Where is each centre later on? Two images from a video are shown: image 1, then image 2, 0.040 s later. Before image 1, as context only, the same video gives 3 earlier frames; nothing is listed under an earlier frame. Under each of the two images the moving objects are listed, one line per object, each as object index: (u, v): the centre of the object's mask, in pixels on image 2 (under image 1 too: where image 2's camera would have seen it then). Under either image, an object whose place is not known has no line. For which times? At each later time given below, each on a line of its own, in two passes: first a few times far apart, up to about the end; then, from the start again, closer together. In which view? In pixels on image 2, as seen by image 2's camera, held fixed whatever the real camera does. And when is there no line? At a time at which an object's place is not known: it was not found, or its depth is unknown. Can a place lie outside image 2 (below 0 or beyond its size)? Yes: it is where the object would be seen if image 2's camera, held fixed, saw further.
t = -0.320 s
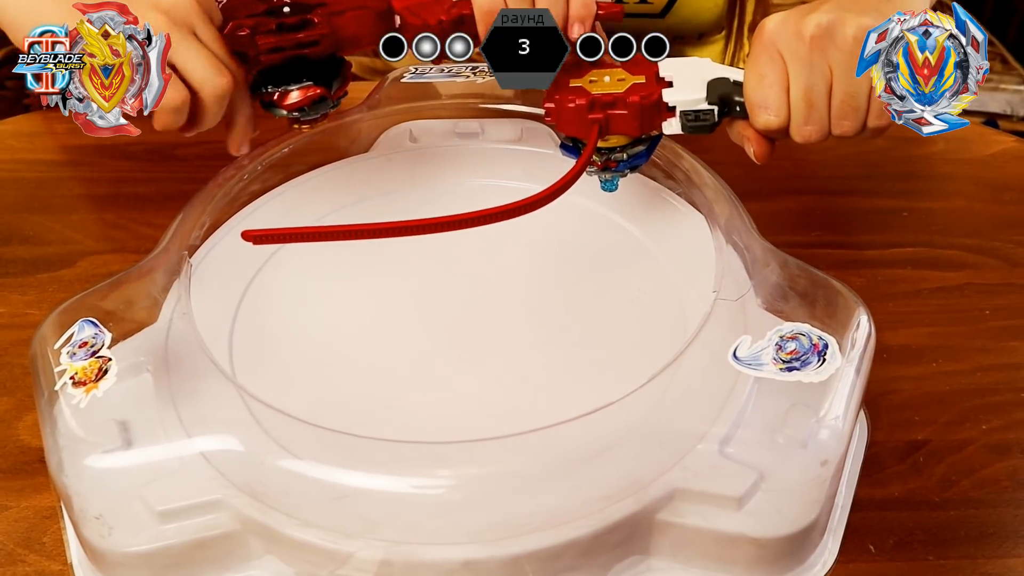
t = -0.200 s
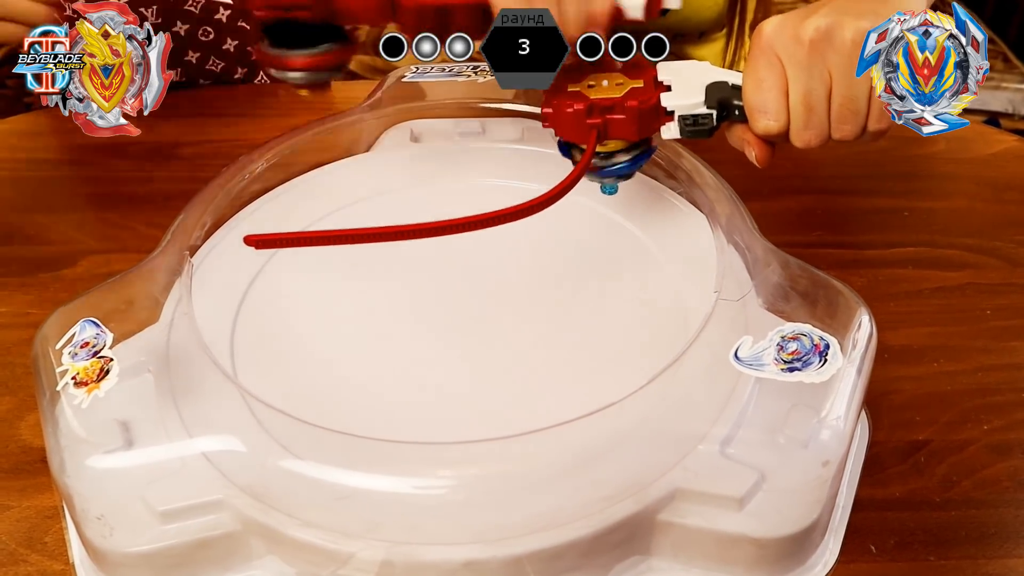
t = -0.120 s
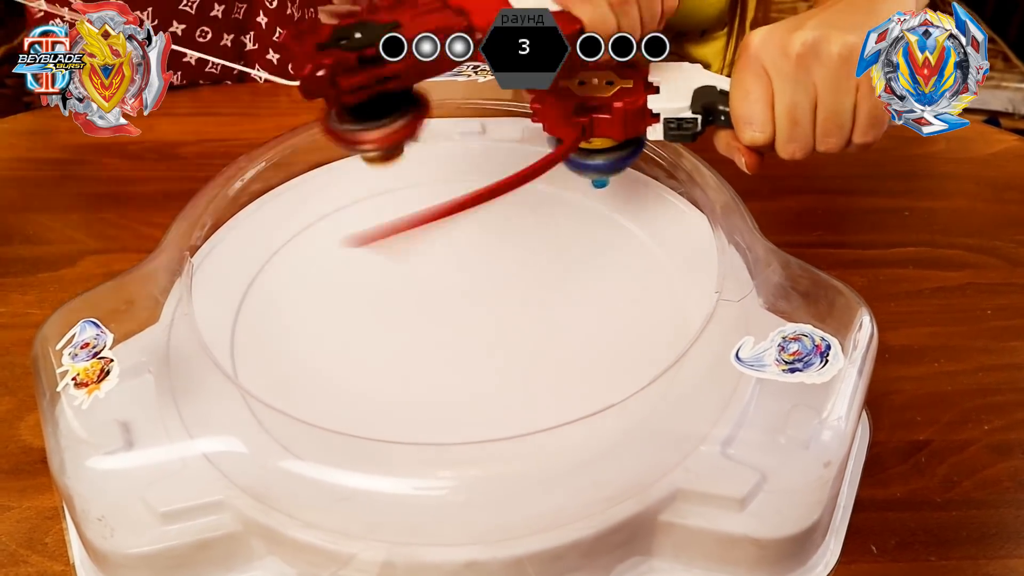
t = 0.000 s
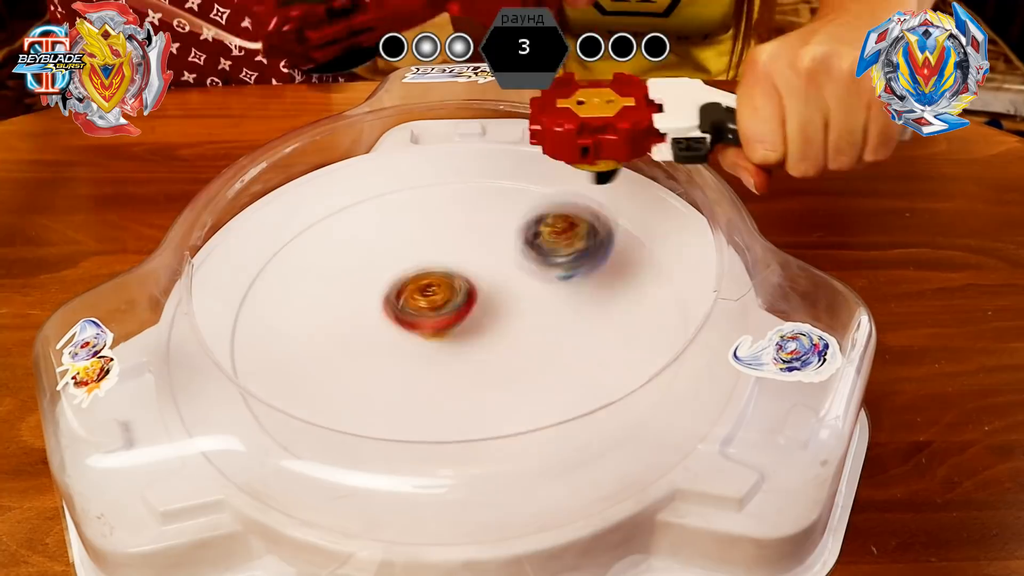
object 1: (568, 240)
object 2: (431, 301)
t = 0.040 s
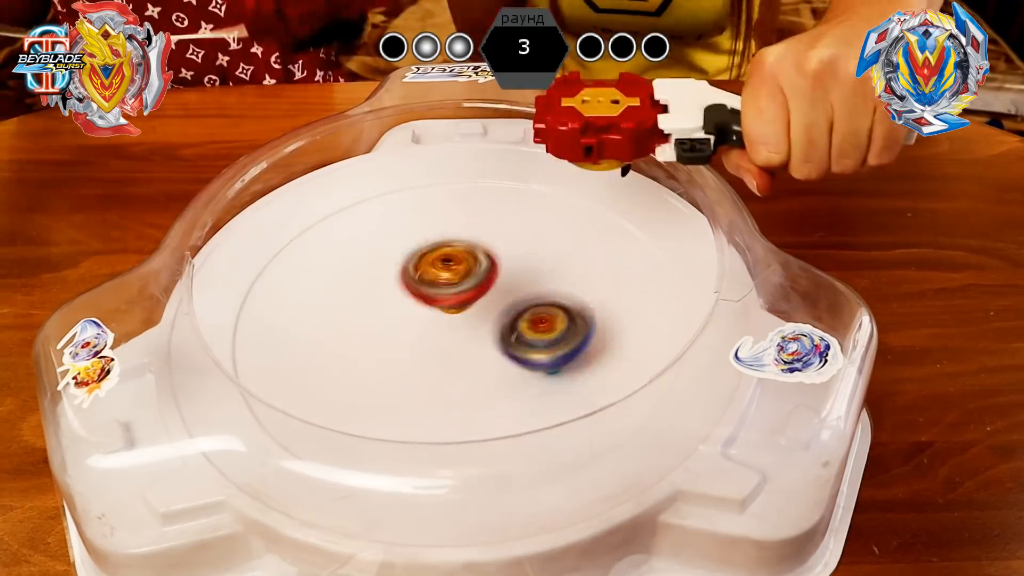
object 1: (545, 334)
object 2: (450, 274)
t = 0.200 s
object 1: (488, 441)
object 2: (551, 334)
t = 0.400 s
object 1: (490, 401)
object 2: (609, 279)
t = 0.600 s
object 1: (512, 322)
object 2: (458, 206)
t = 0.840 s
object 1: (396, 297)
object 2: (241, 298)
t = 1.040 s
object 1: (334, 350)
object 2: (481, 452)
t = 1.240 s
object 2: (760, 291)
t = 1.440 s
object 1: (550, 298)
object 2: (647, 251)
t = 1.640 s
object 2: (527, 172)
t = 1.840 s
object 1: (222, 241)
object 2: (328, 225)
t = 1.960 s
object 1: (188, 380)
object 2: (388, 314)
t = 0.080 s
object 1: (531, 345)
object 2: (473, 268)
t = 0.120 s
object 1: (515, 383)
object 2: (498, 288)
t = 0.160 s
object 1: (500, 420)
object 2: (526, 331)
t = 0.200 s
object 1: (488, 441)
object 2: (551, 334)
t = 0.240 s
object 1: (480, 443)
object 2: (573, 323)
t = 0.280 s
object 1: (475, 441)
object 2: (594, 329)
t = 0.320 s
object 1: (475, 427)
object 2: (606, 315)
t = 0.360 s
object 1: (481, 411)
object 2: (612, 299)
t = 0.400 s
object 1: (490, 401)
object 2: (609, 279)
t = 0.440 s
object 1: (502, 385)
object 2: (596, 258)
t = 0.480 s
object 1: (512, 366)
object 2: (572, 239)
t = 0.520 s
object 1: (518, 350)
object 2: (539, 223)
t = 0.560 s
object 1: (518, 335)
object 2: (501, 212)
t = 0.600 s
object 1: (512, 322)
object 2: (458, 206)
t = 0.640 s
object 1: (501, 312)
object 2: (411, 206)
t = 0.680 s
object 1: (485, 304)
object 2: (366, 210)
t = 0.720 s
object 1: (464, 298)
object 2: (323, 221)
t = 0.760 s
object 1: (439, 295)
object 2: (282, 238)
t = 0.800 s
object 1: (417, 294)
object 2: (254, 264)
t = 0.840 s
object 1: (396, 297)
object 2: (241, 298)
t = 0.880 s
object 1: (379, 302)
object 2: (242, 338)
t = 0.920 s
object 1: (366, 312)
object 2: (266, 381)
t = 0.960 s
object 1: (354, 323)
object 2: (317, 419)
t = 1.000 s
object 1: (342, 337)
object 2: (393, 440)
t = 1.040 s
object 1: (334, 350)
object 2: (481, 452)
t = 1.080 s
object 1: (338, 365)
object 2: (575, 435)
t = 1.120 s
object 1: (350, 380)
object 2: (657, 405)
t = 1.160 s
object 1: (370, 394)
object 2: (713, 365)
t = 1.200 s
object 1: (399, 402)
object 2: (759, 305)
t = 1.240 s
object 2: (760, 291)
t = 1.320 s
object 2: (722, 282)
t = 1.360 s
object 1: (541, 354)
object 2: (695, 280)
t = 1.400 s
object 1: (563, 326)
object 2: (664, 273)
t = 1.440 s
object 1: (550, 298)
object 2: (647, 251)
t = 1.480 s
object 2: (646, 230)
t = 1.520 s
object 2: (627, 208)
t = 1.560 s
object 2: (600, 194)
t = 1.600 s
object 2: (566, 182)
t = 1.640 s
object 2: (527, 172)
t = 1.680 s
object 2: (483, 168)
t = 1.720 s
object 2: (435, 171)
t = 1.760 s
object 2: (389, 182)
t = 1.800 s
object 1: (252, 215)
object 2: (347, 201)
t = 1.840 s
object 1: (222, 241)
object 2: (328, 225)
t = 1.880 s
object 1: (195, 288)
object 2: (345, 253)
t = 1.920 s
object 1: (179, 337)
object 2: (362, 283)
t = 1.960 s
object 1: (188, 380)
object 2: (388, 314)
